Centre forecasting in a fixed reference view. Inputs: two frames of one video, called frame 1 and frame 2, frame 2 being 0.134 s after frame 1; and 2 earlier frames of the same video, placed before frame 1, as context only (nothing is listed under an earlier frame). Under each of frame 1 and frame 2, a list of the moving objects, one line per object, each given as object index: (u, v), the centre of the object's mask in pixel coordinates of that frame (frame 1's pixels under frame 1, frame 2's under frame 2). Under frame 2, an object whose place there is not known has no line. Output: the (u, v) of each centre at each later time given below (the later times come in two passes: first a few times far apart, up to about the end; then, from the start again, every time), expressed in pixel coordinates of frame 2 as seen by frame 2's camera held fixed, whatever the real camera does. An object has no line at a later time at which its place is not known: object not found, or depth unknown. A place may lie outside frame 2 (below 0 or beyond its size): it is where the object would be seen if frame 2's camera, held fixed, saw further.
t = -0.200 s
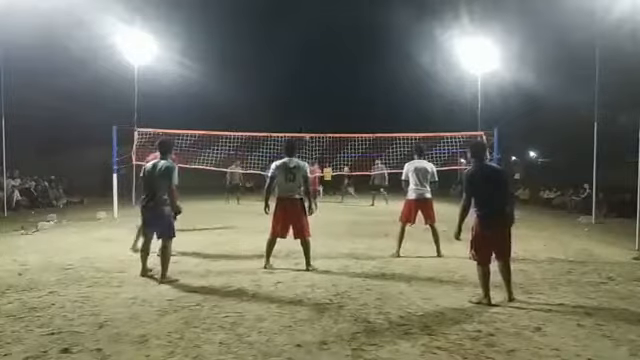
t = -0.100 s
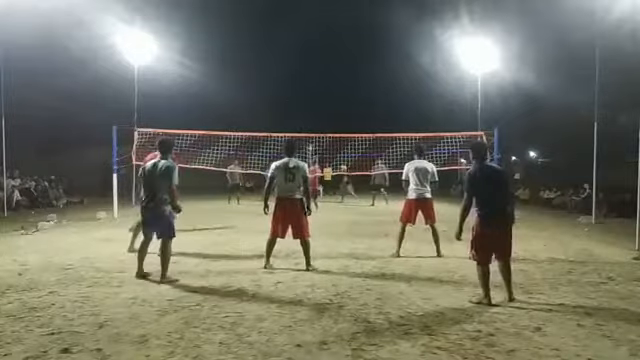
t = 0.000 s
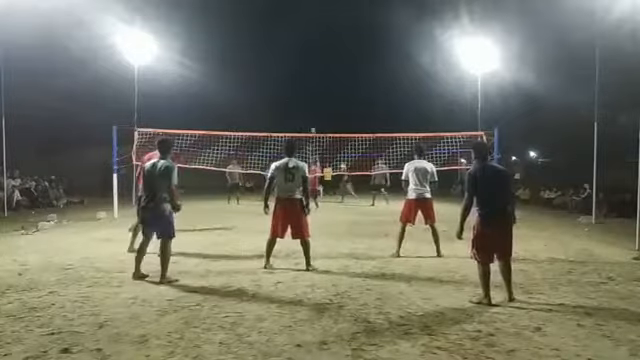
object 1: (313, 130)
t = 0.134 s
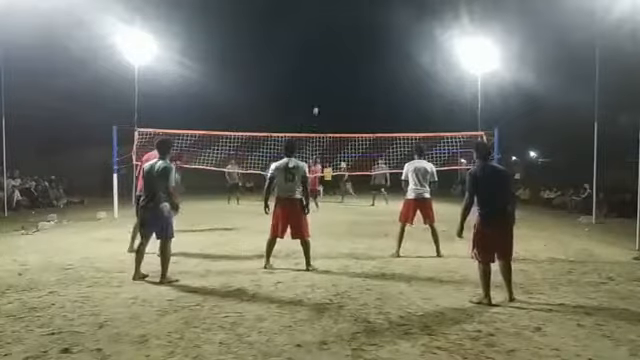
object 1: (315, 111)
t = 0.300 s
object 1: (318, 88)
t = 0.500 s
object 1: (322, 68)
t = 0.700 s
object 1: (325, 58)
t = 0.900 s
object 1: (329, 64)
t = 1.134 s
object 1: (335, 100)
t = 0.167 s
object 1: (316, 106)
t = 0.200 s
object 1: (316, 101)
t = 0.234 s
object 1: (317, 97)
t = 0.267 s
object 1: (318, 92)
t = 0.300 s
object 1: (318, 88)
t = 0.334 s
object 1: (319, 84)
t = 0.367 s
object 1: (319, 80)
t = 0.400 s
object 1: (320, 77)
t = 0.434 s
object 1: (320, 74)
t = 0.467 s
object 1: (321, 71)
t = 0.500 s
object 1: (322, 68)
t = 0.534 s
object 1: (322, 65)
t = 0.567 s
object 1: (323, 63)
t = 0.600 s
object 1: (323, 61)
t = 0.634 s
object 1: (324, 60)
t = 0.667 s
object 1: (325, 59)
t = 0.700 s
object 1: (325, 58)
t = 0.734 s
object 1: (326, 57)
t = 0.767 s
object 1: (327, 58)
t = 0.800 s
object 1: (327, 58)
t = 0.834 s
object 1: (328, 60)
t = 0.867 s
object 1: (328, 61)
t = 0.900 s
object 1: (329, 64)
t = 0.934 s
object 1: (330, 67)
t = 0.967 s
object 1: (330, 70)
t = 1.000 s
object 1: (332, 75)
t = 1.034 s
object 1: (332, 79)
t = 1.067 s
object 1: (333, 85)
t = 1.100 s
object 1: (334, 92)
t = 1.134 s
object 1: (335, 100)
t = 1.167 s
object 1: (336, 109)
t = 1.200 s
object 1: (337, 118)
